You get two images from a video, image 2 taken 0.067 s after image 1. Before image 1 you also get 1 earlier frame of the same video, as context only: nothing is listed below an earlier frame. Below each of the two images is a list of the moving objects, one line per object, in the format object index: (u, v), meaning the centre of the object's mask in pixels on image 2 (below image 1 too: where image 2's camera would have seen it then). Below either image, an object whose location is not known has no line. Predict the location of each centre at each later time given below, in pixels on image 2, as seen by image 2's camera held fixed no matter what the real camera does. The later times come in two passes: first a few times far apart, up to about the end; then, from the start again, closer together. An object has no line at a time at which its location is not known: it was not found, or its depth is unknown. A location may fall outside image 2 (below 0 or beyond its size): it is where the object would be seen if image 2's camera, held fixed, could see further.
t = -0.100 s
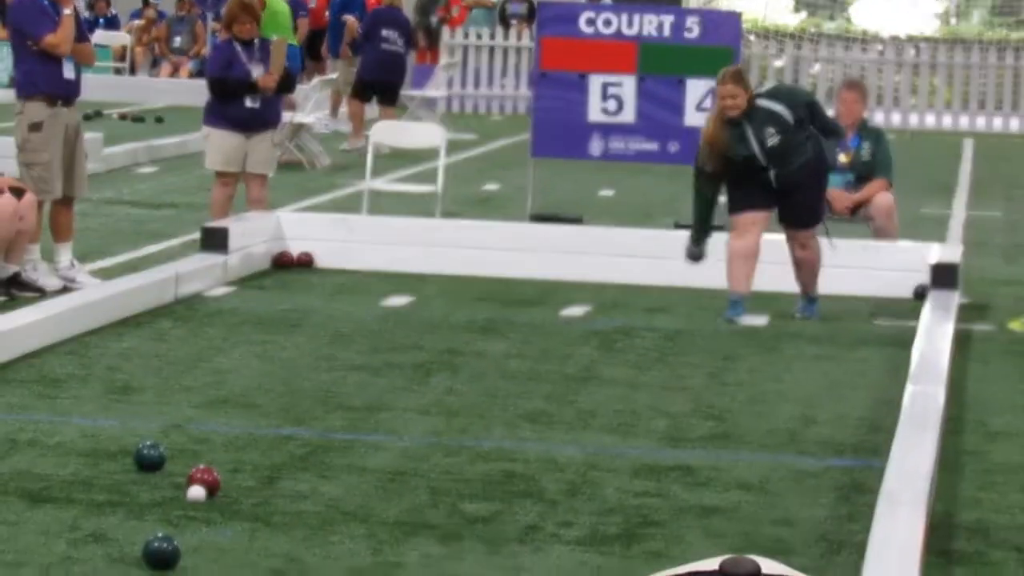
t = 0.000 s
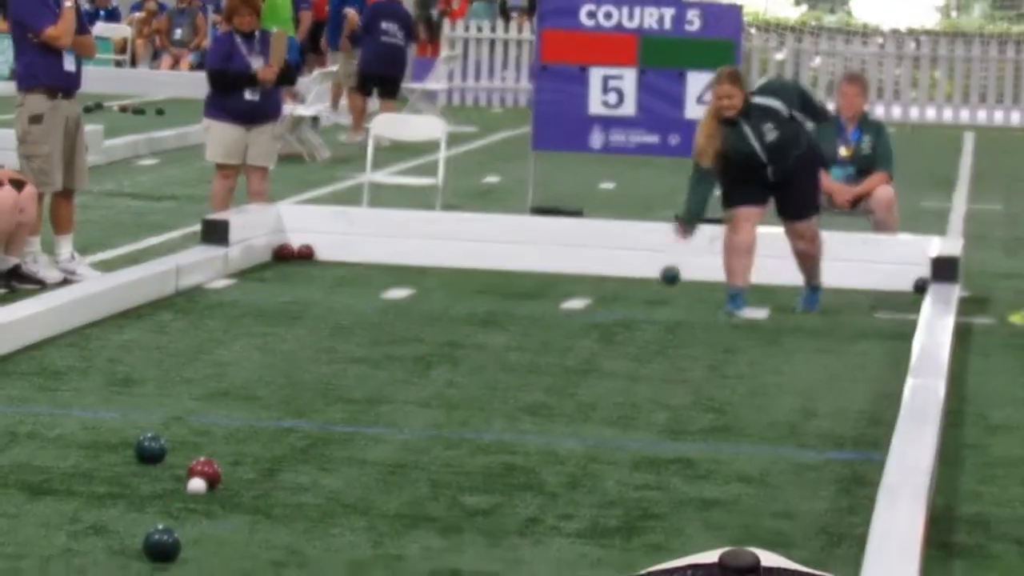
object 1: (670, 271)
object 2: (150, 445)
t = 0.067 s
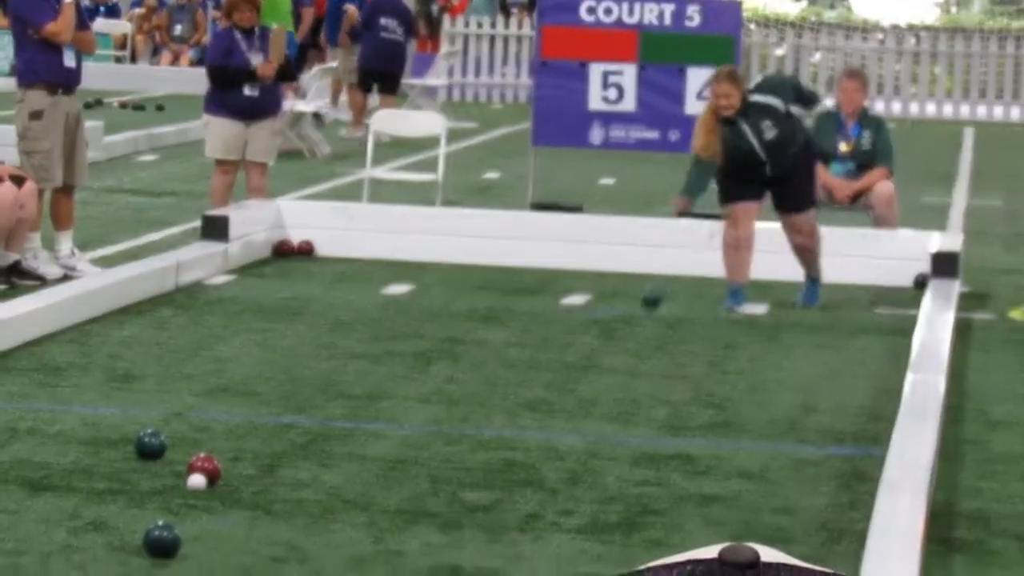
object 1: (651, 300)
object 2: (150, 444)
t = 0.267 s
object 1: (607, 285)
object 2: (150, 445)
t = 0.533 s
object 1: (544, 333)
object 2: (150, 445)
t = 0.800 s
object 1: (484, 356)
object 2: (150, 445)
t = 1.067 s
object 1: (427, 368)
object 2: (150, 445)
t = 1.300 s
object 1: (379, 381)
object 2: (151, 445)
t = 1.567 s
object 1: (322, 400)
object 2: (151, 445)
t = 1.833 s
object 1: (265, 417)
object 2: (151, 445)
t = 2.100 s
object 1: (208, 432)
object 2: (150, 445)
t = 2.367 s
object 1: (172, 445)
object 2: (137, 447)
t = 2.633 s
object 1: (177, 449)
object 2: (90, 454)
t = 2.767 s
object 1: (178, 451)
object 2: (71, 456)
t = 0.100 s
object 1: (641, 315)
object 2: (150, 444)
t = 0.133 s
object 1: (635, 307)
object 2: (150, 444)
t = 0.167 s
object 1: (628, 297)
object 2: (150, 444)
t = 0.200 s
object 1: (621, 290)
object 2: (150, 444)
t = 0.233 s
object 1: (614, 286)
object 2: (150, 444)
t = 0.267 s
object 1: (607, 285)
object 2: (150, 445)
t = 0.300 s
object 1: (600, 286)
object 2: (150, 445)
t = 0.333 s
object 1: (592, 287)
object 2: (150, 445)
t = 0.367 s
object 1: (584, 292)
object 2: (150, 445)
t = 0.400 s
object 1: (576, 301)
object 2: (150, 445)
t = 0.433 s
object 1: (567, 312)
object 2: (150, 445)
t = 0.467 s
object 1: (558, 324)
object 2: (150, 445)
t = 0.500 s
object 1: (550, 337)
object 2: (150, 445)
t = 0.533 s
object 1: (544, 333)
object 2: (150, 445)
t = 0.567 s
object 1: (536, 326)
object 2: (150, 445)
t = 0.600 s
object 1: (529, 323)
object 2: (150, 445)
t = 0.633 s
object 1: (522, 323)
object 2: (150, 445)
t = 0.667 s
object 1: (515, 325)
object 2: (150, 445)
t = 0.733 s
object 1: (500, 336)
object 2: (150, 445)
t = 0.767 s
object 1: (492, 347)
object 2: (150, 445)
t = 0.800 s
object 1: (484, 356)
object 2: (150, 445)
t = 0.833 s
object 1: (478, 352)
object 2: (150, 445)
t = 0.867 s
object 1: (471, 348)
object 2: (151, 445)
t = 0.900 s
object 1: (463, 348)
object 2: (151, 445)
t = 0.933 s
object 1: (456, 350)
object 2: (151, 445)
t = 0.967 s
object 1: (449, 356)
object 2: (151, 445)
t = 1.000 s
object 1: (440, 364)
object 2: (151, 445)
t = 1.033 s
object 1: (433, 371)
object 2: (151, 445)
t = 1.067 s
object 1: (427, 368)
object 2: (150, 445)
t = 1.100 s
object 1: (420, 368)
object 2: (150, 445)
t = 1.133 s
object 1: (413, 370)
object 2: (150, 445)
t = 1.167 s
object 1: (406, 374)
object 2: (150, 445)
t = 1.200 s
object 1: (399, 381)
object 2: (150, 445)
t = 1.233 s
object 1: (392, 380)
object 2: (151, 445)
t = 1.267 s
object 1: (386, 379)
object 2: (150, 445)
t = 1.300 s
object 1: (379, 381)
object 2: (151, 445)
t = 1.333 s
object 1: (372, 385)
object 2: (151, 445)
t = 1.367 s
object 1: (365, 391)
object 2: (151, 445)
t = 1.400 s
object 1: (358, 390)
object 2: (151, 445)
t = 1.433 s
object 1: (352, 389)
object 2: (151, 445)
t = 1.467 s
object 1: (345, 391)
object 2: (151, 445)
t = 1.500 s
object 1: (337, 395)
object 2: (151, 445)
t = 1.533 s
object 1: (329, 400)
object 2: (151, 445)
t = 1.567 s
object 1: (322, 400)
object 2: (151, 445)
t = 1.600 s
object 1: (315, 401)
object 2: (151, 445)
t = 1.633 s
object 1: (309, 405)
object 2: (151, 445)
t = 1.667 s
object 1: (301, 407)
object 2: (151, 445)
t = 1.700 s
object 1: (294, 408)
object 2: (151, 445)
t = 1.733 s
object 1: (287, 411)
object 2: (151, 445)
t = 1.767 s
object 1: (280, 412)
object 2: (151, 445)
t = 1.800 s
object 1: (273, 414)
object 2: (151, 445)
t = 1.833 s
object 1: (265, 417)
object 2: (151, 445)
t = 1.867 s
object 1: (258, 419)
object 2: (151, 445)
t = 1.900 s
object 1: (251, 421)
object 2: (151, 445)
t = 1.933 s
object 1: (243, 422)
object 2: (150, 445)
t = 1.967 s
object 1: (235, 424)
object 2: (150, 445)
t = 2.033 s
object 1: (222, 427)
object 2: (150, 445)
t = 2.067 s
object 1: (215, 430)
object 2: (150, 445)
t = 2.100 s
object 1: (208, 432)
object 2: (150, 445)
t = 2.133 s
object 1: (201, 434)
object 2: (150, 445)
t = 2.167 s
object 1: (194, 435)
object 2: (151, 445)
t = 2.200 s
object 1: (189, 437)
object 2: (151, 445)
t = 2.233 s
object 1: (182, 439)
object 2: (150, 445)
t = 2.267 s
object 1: (177, 441)
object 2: (150, 445)
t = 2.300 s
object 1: (172, 443)
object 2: (150, 446)
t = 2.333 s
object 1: (171, 443)
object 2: (145, 447)
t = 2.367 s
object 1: (172, 445)
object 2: (137, 447)
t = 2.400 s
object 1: (174, 445)
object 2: (129, 448)
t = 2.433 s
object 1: (175, 445)
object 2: (123, 449)
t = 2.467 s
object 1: (175, 446)
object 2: (117, 450)
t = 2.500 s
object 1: (175, 446)
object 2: (111, 452)
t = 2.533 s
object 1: (176, 447)
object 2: (106, 452)
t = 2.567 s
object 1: (177, 448)
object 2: (100, 453)
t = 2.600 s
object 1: (177, 448)
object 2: (95, 454)
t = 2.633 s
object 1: (177, 449)
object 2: (90, 454)
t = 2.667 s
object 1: (177, 449)
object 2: (85, 455)
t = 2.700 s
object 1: (178, 450)
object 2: (80, 455)
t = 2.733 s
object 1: (178, 450)
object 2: (75, 456)
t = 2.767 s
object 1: (178, 451)
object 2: (71, 456)
